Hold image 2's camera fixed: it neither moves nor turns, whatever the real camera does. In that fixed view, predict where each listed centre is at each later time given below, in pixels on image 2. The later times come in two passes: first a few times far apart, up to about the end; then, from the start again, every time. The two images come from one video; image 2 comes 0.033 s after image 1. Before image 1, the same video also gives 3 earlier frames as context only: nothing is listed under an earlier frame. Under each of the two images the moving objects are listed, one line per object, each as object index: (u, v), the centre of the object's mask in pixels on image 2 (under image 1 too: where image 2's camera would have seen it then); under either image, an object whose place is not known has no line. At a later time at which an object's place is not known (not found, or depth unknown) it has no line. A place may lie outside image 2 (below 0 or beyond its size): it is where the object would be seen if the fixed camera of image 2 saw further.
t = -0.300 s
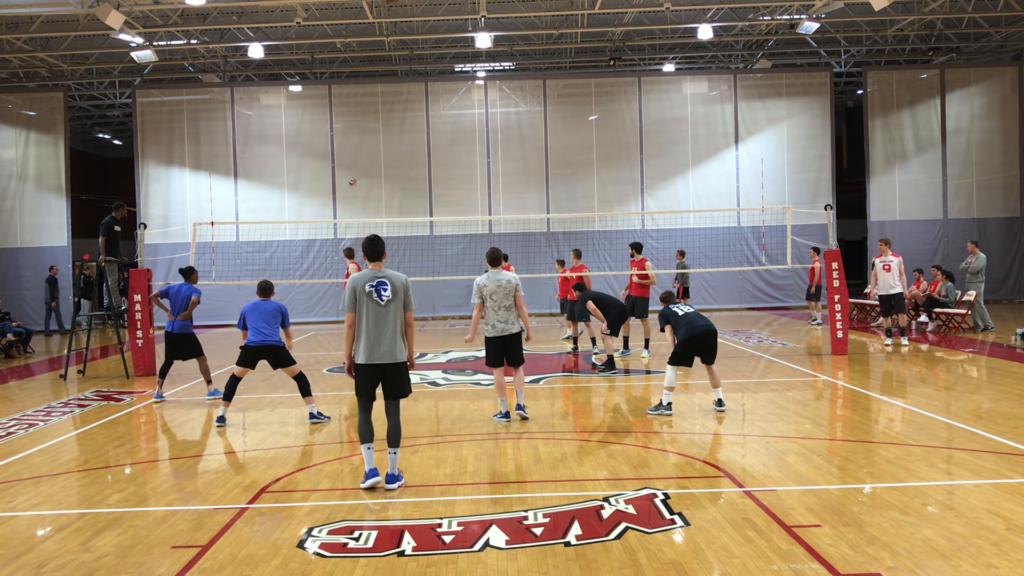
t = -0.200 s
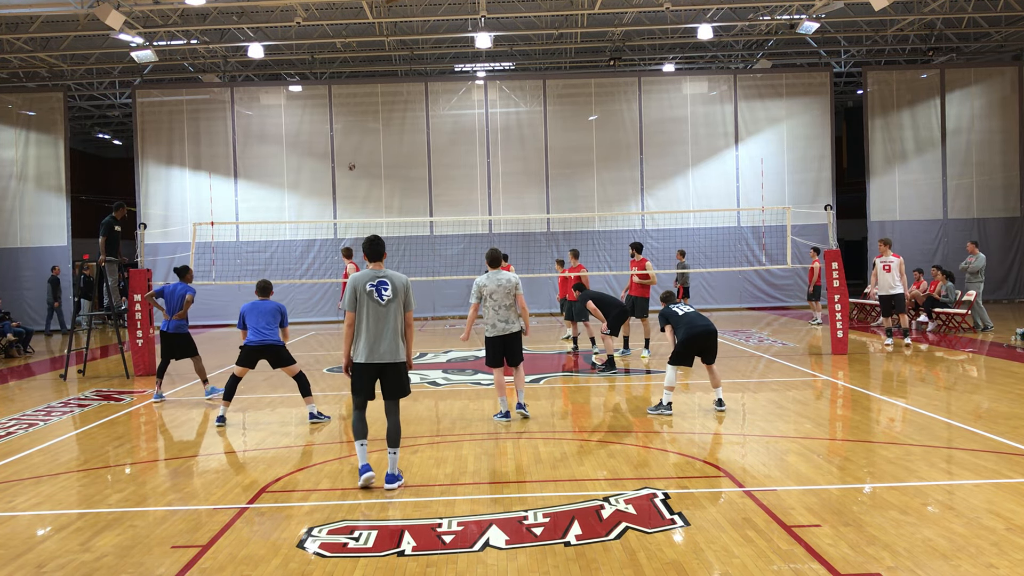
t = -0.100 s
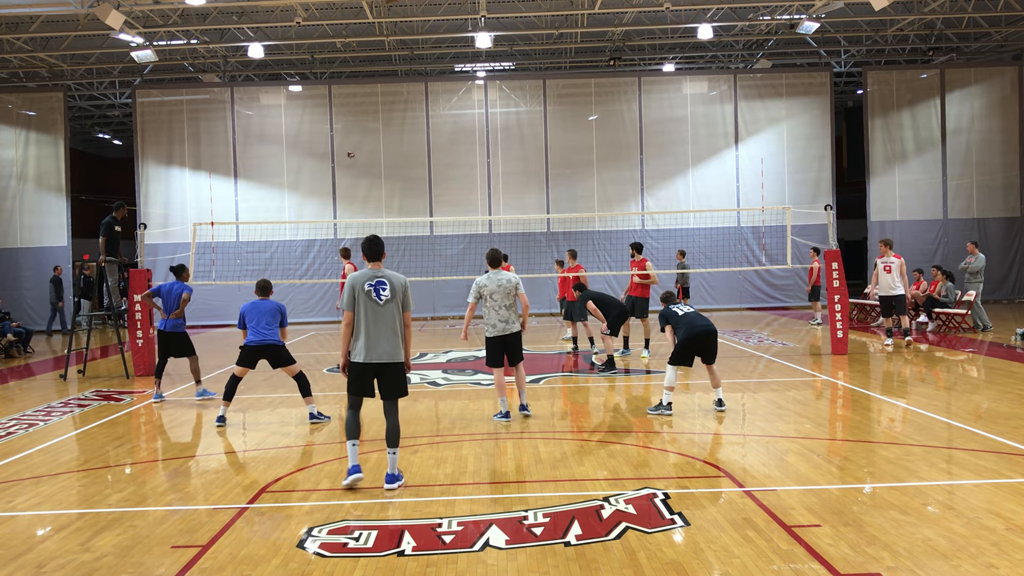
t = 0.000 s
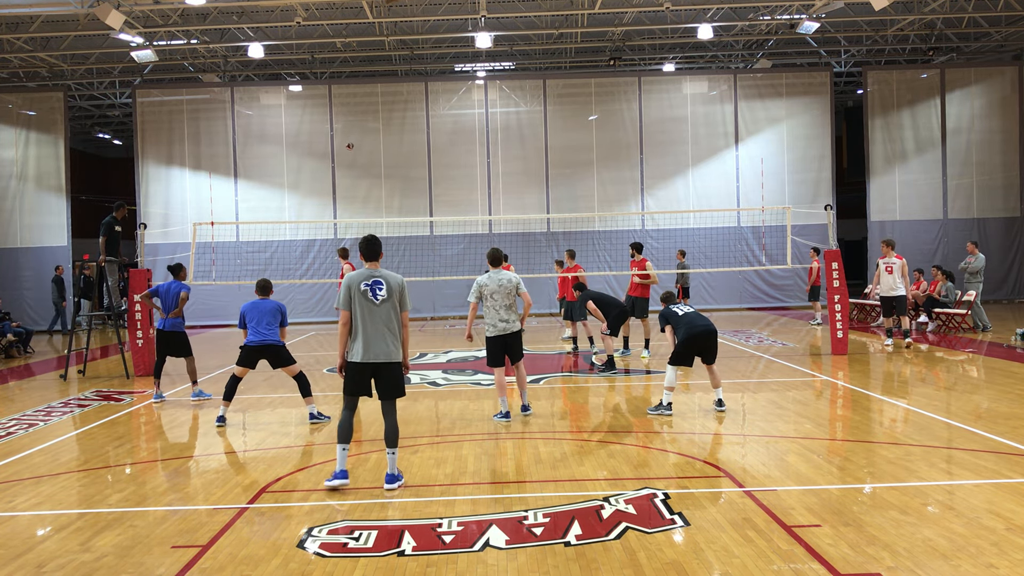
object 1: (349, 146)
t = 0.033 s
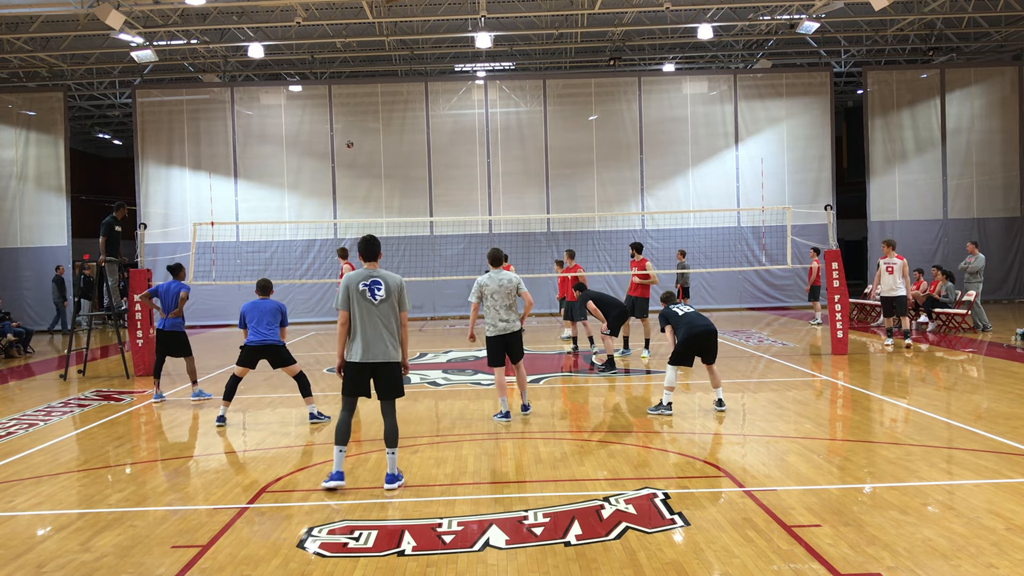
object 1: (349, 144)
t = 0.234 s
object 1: (349, 140)
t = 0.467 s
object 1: (348, 154)
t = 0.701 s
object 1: (349, 189)
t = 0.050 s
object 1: (349, 143)
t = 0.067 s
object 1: (349, 142)
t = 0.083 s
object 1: (349, 142)
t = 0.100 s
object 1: (349, 141)
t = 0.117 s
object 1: (349, 141)
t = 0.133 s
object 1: (349, 140)
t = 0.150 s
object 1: (349, 140)
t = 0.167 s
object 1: (349, 140)
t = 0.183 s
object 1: (348, 140)
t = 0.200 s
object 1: (349, 140)
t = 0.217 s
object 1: (349, 140)
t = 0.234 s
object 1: (349, 140)
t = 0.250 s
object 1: (349, 141)
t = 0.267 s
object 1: (348, 141)
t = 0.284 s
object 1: (348, 142)
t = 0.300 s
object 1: (348, 142)
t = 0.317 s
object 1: (348, 143)
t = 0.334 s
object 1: (348, 144)
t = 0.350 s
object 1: (348, 145)
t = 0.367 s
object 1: (348, 146)
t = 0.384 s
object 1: (348, 147)
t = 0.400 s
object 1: (348, 148)
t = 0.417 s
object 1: (348, 150)
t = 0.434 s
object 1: (348, 151)
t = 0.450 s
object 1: (348, 152)
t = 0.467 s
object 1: (348, 154)
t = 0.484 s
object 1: (348, 156)
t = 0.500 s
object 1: (348, 158)
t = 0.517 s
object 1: (348, 160)
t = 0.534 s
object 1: (348, 162)
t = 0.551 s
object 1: (348, 164)
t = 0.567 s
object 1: (348, 167)
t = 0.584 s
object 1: (349, 170)
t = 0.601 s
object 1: (349, 171)
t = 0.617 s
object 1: (348, 174)
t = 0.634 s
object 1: (348, 177)
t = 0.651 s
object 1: (348, 180)
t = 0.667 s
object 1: (348, 183)
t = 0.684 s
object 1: (348, 185)
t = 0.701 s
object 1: (349, 189)
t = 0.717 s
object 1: (349, 192)
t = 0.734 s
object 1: (349, 195)
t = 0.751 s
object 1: (349, 199)
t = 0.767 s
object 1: (349, 202)
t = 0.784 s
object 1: (349, 206)
